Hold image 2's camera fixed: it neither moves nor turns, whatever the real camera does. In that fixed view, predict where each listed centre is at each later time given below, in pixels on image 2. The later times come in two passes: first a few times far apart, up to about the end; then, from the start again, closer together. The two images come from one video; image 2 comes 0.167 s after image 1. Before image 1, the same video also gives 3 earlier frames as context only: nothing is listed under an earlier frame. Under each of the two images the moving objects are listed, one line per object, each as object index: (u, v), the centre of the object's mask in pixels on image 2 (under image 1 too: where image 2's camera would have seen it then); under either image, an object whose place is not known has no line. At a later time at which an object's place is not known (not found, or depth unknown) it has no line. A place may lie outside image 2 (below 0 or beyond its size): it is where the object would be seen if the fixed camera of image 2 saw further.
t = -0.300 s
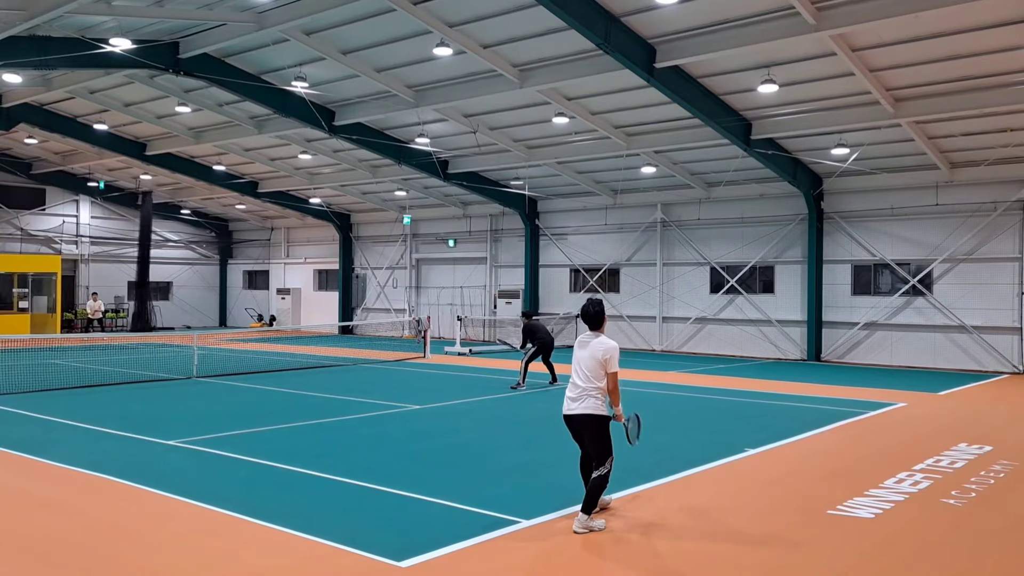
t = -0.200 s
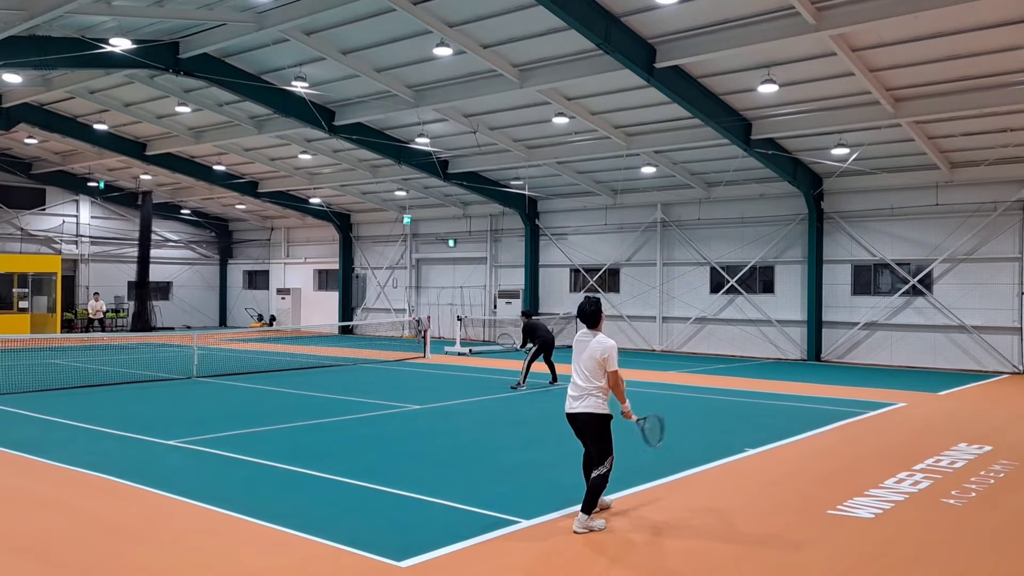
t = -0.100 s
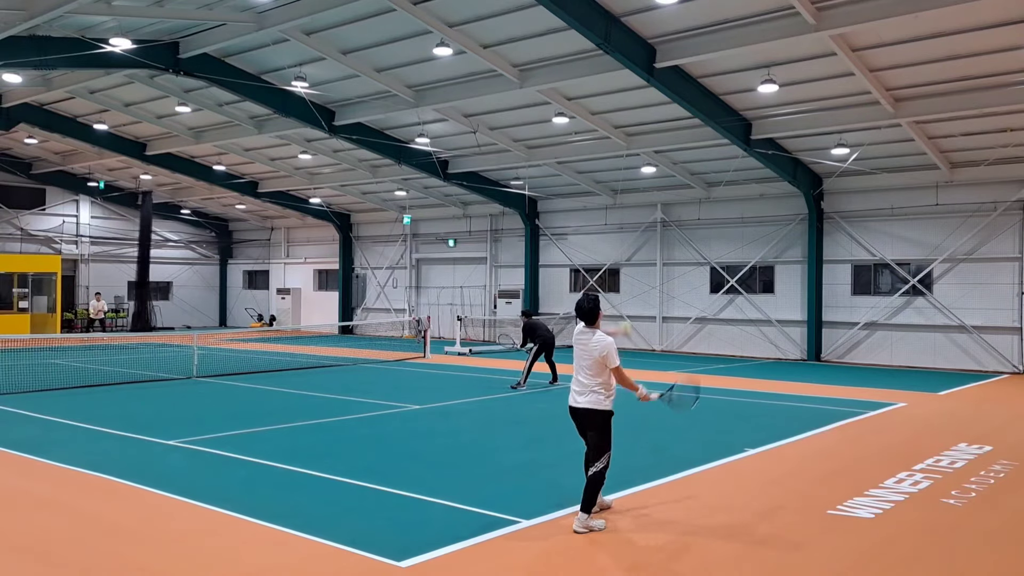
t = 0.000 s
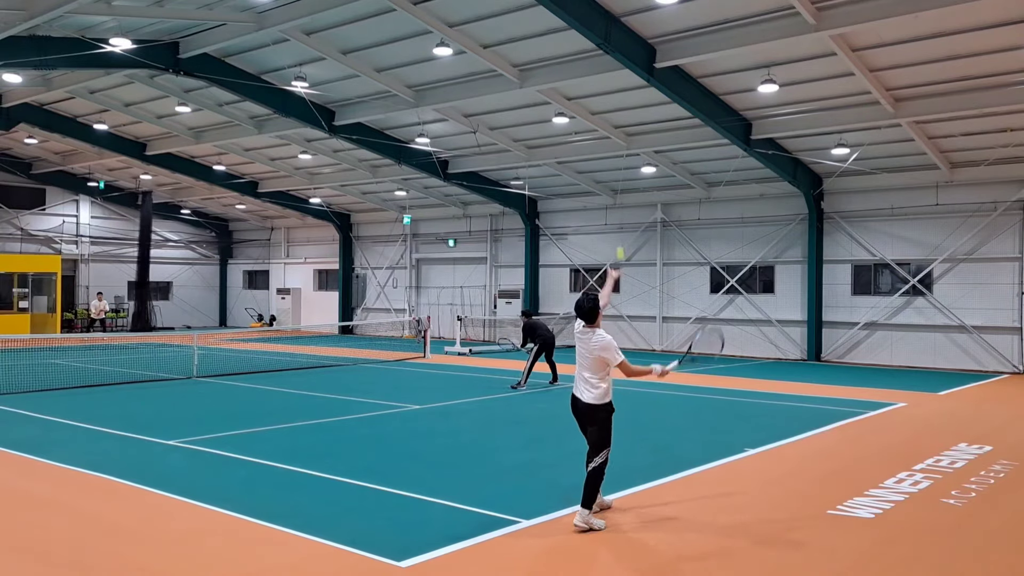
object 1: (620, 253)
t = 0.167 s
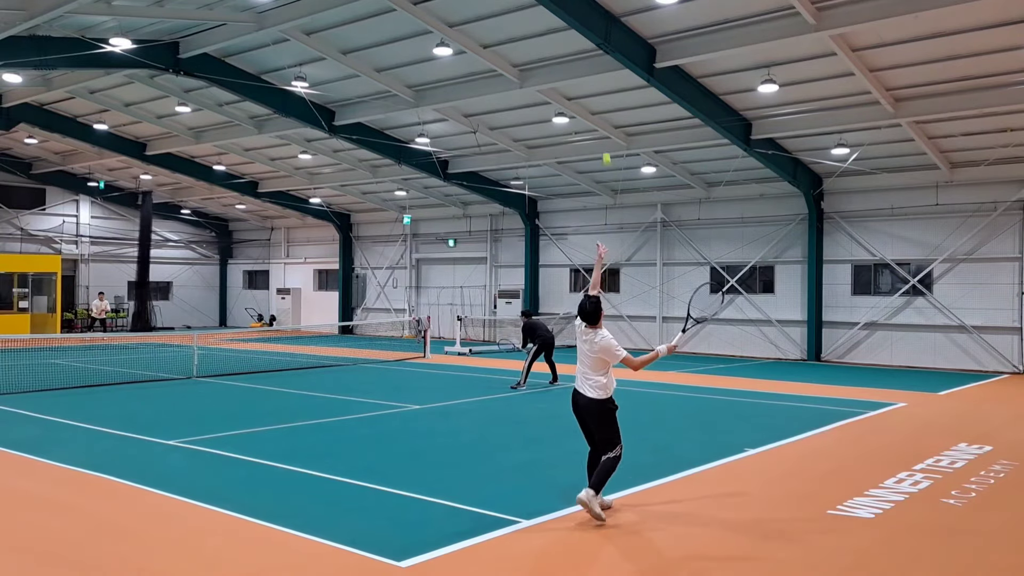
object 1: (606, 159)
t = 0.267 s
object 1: (598, 118)
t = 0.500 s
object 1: (579, 70)
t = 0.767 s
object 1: (558, 90)
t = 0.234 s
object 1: (601, 128)
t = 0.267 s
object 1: (598, 118)
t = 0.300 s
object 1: (596, 108)
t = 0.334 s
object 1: (593, 98)
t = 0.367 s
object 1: (590, 90)
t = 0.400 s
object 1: (588, 83)
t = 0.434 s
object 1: (585, 78)
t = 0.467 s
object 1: (582, 73)
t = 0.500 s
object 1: (579, 70)
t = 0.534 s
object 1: (577, 69)
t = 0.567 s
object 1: (574, 68)
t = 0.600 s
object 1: (572, 69)
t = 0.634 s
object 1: (569, 71)
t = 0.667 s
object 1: (566, 74)
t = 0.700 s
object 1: (563, 78)
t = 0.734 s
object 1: (561, 84)
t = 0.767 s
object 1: (558, 90)
